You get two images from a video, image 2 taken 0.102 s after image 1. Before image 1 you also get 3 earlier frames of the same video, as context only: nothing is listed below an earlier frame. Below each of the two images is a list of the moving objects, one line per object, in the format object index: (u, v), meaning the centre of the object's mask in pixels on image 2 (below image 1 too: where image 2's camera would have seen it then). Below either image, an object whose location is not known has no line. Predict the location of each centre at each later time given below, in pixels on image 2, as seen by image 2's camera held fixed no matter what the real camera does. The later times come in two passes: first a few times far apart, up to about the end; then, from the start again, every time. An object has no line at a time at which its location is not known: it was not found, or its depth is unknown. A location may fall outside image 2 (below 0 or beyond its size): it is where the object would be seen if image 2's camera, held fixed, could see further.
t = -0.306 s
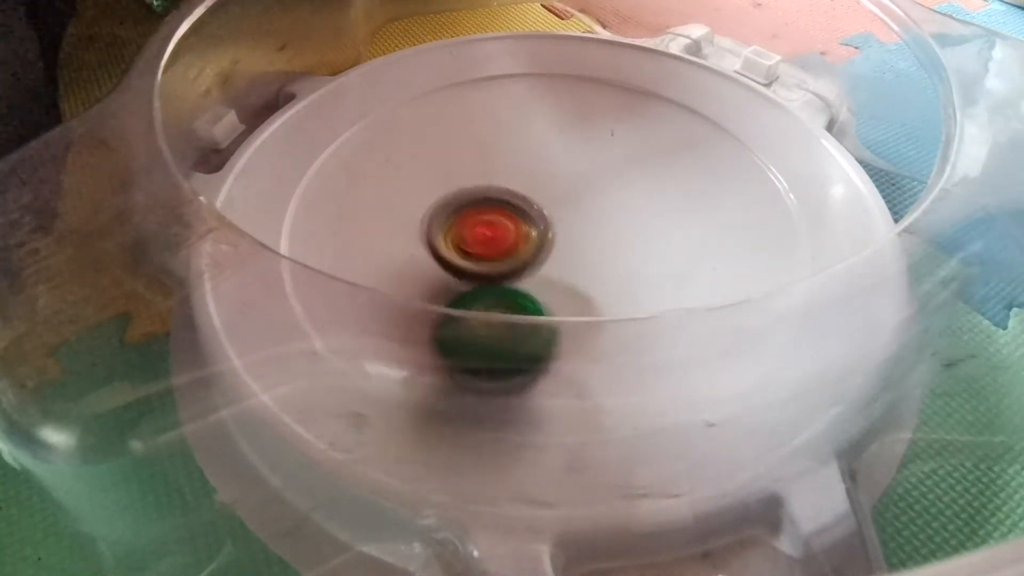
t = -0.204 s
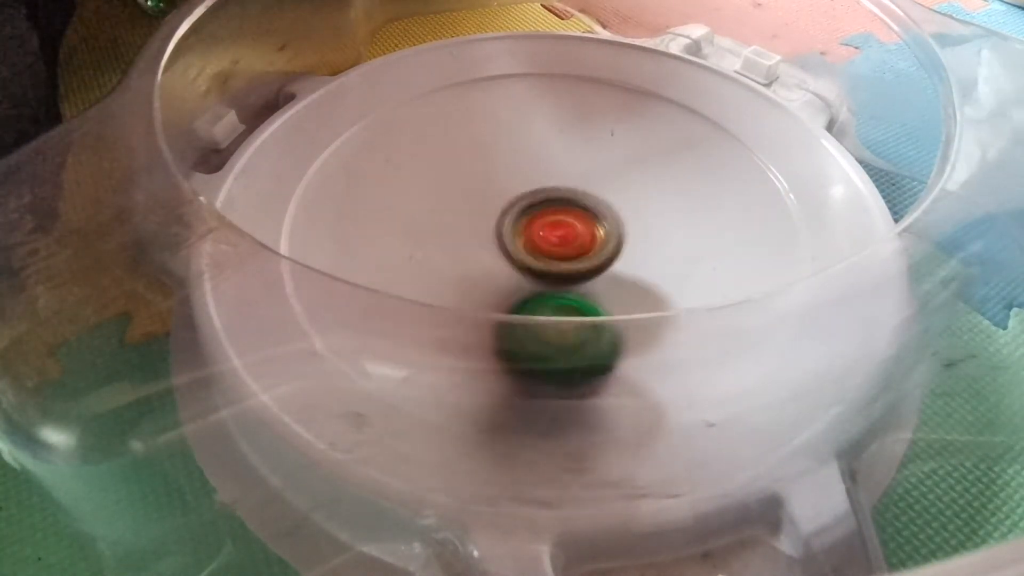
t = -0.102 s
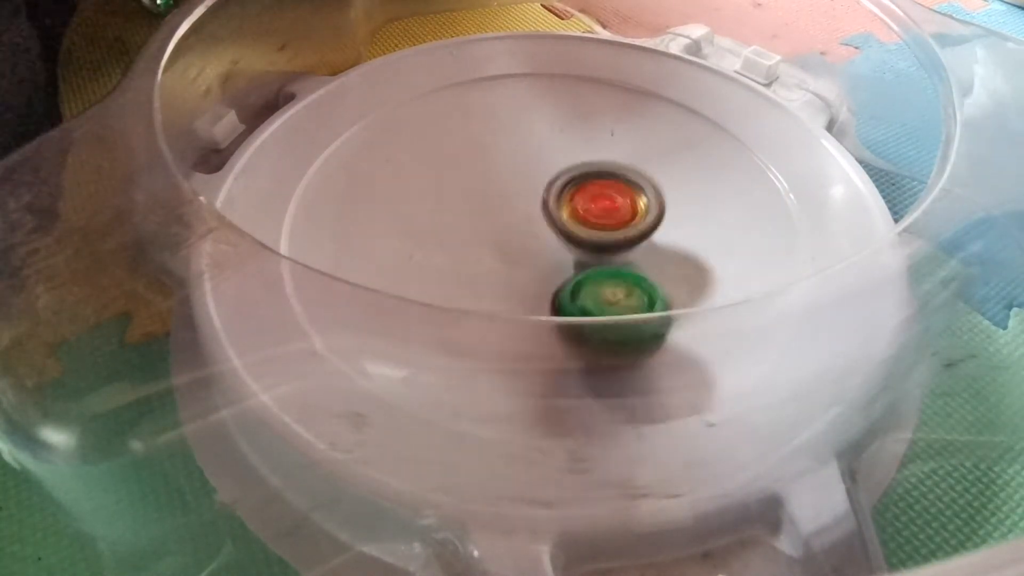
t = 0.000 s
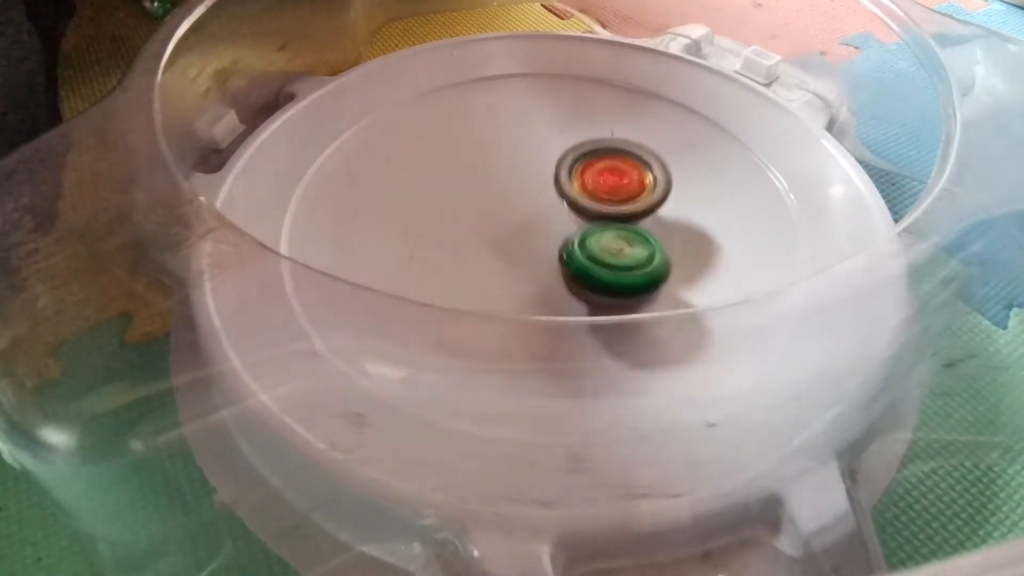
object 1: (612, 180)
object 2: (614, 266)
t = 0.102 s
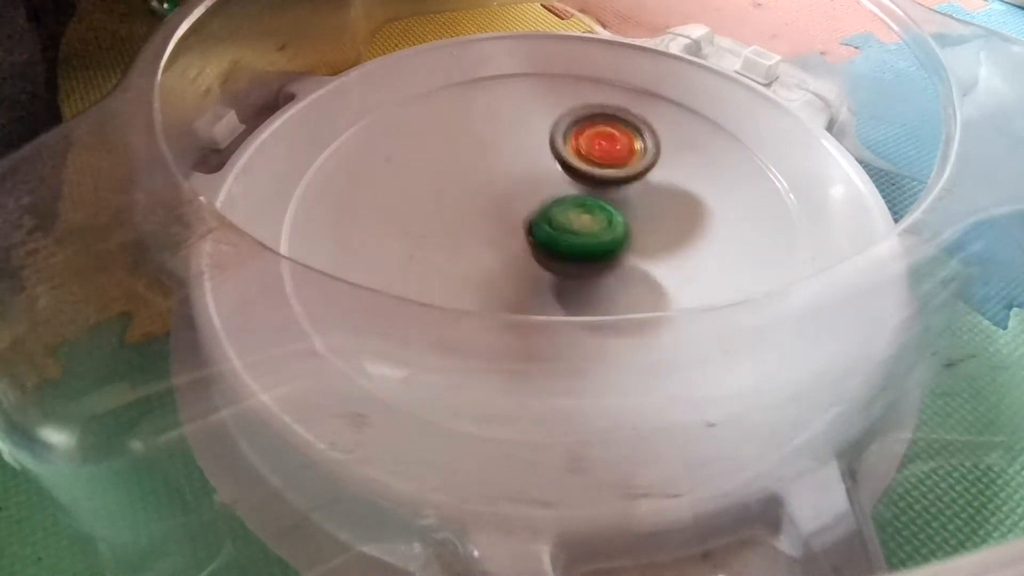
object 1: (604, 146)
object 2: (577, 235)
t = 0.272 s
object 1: (551, 115)
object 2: (503, 188)
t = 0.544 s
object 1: (528, 150)
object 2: (393, 186)
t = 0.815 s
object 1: (560, 210)
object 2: (439, 232)
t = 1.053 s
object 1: (681, 205)
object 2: (541, 200)
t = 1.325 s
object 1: (655, 203)
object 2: (569, 147)
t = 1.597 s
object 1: (561, 231)
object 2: (550, 151)
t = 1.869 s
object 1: (478, 274)
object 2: (552, 173)
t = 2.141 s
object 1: (411, 283)
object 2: (580, 223)
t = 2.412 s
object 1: (408, 253)
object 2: (613, 249)
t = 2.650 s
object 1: (448, 204)
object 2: (576, 233)
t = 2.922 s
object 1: (467, 142)
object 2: (503, 231)
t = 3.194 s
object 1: (478, 130)
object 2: (504, 236)
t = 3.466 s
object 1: (517, 121)
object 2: (499, 231)
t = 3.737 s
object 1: (601, 147)
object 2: (486, 205)
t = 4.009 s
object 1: (666, 196)
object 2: (511, 232)
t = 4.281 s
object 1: (687, 251)
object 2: (557, 186)
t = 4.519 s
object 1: (634, 273)
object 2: (524, 180)
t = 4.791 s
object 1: (533, 285)
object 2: (497, 220)
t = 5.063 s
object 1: (458, 313)
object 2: (556, 232)
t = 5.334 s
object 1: (440, 234)
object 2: (571, 209)
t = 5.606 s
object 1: (413, 164)
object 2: (574, 191)
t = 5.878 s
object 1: (449, 125)
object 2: (556, 203)
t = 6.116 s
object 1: (510, 121)
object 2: (512, 231)
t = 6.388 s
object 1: (590, 151)
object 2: (516, 238)
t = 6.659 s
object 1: (644, 201)
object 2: (463, 215)
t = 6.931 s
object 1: (635, 264)
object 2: (512, 223)
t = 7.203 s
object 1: (553, 285)
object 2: (543, 184)
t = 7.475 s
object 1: (454, 269)
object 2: (526, 198)
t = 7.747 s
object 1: (391, 219)
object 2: (551, 242)
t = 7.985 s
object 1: (425, 174)
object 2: (582, 257)
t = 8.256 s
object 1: (502, 139)
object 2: (555, 219)
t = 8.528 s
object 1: (579, 134)
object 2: (481, 205)
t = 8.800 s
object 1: (645, 177)
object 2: (465, 228)
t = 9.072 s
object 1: (661, 245)
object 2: (535, 219)
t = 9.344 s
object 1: (628, 286)
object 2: (523, 184)
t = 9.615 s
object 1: (503, 305)
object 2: (512, 198)
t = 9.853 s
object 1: (410, 258)
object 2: (535, 225)
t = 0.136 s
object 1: (595, 138)
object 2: (561, 222)
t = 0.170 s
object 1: (584, 129)
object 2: (544, 212)
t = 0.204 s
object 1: (574, 122)
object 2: (529, 202)
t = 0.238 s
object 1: (562, 118)
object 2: (516, 194)
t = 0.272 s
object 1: (551, 115)
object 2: (503, 188)
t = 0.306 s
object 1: (541, 115)
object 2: (491, 184)
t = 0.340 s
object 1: (533, 117)
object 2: (480, 182)
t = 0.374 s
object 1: (530, 120)
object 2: (465, 182)
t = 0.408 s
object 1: (529, 124)
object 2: (447, 183)
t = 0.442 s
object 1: (527, 129)
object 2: (430, 183)
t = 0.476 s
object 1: (527, 135)
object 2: (417, 184)
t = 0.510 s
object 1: (527, 142)
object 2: (404, 184)
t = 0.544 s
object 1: (528, 150)
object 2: (393, 186)
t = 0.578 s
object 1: (529, 158)
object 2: (383, 189)
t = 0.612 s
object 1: (531, 166)
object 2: (376, 194)
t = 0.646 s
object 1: (535, 174)
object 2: (374, 200)
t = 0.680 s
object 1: (539, 183)
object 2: (376, 208)
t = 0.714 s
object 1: (543, 191)
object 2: (384, 216)
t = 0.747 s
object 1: (547, 198)
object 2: (398, 223)
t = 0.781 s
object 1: (553, 204)
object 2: (417, 229)
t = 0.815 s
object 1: (560, 210)
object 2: (439, 232)
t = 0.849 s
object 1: (574, 214)
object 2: (461, 234)
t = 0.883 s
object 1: (594, 217)
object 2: (472, 232)
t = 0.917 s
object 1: (616, 218)
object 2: (488, 228)
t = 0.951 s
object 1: (635, 215)
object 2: (506, 224)
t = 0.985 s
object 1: (652, 213)
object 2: (522, 217)
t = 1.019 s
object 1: (669, 210)
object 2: (533, 208)
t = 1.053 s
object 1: (681, 205)
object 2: (541, 200)
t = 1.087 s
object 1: (687, 201)
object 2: (548, 193)
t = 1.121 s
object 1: (690, 200)
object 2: (553, 186)
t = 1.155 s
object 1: (690, 198)
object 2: (557, 179)
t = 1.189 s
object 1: (687, 197)
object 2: (560, 172)
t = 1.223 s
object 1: (681, 198)
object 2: (563, 165)
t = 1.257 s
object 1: (674, 199)
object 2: (565, 159)
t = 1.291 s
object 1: (665, 201)
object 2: (567, 153)
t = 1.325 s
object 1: (655, 203)
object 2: (569, 147)
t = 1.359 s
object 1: (645, 206)
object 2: (569, 143)
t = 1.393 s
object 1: (634, 209)
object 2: (569, 140)
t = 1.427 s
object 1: (622, 213)
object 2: (568, 138)
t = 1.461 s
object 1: (609, 216)
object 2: (565, 136)
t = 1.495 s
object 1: (597, 219)
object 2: (561, 137)
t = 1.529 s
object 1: (584, 224)
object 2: (557, 142)
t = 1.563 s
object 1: (572, 227)
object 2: (554, 146)
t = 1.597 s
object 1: (561, 231)
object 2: (550, 151)
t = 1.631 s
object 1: (550, 233)
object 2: (547, 156)
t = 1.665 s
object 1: (535, 241)
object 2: (547, 159)
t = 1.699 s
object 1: (522, 251)
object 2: (549, 158)
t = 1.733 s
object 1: (511, 258)
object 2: (550, 159)
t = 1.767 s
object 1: (502, 264)
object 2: (551, 160)
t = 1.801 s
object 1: (494, 269)
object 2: (552, 163)
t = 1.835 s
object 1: (486, 272)
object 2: (552, 167)
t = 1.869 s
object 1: (478, 274)
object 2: (552, 173)
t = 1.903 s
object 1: (471, 275)
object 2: (553, 179)
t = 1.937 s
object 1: (460, 286)
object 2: (554, 185)
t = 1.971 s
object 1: (453, 288)
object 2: (556, 191)
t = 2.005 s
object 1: (444, 288)
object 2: (560, 198)
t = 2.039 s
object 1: (435, 287)
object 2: (564, 205)
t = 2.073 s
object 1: (426, 286)
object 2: (568, 211)
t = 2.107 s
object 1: (418, 284)
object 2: (574, 217)
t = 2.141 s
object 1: (411, 283)
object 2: (580, 223)
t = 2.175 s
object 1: (405, 282)
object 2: (586, 228)
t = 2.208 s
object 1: (401, 280)
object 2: (591, 233)
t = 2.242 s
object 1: (399, 279)
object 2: (596, 237)
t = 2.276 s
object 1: (399, 277)
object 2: (600, 241)
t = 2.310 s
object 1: (399, 273)
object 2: (604, 244)
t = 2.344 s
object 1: (404, 260)
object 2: (607, 246)
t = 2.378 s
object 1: (405, 257)
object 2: (610, 248)
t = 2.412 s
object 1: (408, 253)
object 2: (613, 249)
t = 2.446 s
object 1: (412, 248)
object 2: (615, 247)
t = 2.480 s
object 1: (417, 241)
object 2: (612, 246)
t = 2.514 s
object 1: (423, 233)
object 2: (608, 244)
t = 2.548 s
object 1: (430, 226)
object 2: (601, 241)
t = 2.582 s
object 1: (436, 219)
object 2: (594, 238)
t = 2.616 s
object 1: (442, 211)
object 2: (585, 236)
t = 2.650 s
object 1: (448, 204)
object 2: (576, 233)
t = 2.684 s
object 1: (455, 196)
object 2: (566, 230)
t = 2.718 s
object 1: (456, 186)
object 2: (559, 230)
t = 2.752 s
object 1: (456, 177)
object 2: (549, 229)
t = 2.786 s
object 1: (457, 168)
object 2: (540, 229)
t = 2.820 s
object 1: (458, 160)
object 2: (529, 230)
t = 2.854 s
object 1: (461, 153)
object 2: (519, 231)
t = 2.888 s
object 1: (463, 147)
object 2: (510, 231)
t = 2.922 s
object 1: (467, 142)
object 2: (503, 231)
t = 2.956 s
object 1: (471, 139)
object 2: (498, 233)
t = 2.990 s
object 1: (474, 136)
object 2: (495, 236)
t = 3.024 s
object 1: (476, 135)
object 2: (493, 238)
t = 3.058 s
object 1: (476, 134)
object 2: (491, 240)
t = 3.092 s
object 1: (476, 134)
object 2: (492, 241)
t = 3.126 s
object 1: (476, 133)
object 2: (496, 241)
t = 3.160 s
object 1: (476, 131)
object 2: (499, 239)
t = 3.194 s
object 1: (478, 130)
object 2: (504, 236)
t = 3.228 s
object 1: (478, 131)
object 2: (508, 231)
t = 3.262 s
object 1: (479, 131)
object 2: (511, 224)
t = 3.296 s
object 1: (481, 134)
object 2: (508, 216)
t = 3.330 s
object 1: (485, 132)
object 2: (503, 218)
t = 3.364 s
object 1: (492, 127)
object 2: (497, 224)
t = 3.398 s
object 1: (499, 122)
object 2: (494, 227)
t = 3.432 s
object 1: (507, 121)
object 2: (495, 230)
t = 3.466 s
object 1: (517, 121)
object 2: (499, 231)
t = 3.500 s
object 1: (526, 122)
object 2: (505, 231)
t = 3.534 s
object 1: (536, 124)
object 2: (511, 229)
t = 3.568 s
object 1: (547, 127)
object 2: (513, 224)
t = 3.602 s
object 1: (557, 130)
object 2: (511, 218)
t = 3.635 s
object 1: (568, 133)
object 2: (507, 212)
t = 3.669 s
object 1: (580, 138)
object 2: (499, 208)
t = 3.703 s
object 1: (591, 143)
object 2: (492, 206)
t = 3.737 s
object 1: (601, 147)
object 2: (486, 205)
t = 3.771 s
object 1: (610, 152)
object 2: (481, 206)
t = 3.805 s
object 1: (619, 158)
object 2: (477, 207)
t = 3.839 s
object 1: (629, 163)
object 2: (474, 211)
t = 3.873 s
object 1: (637, 168)
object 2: (475, 216)
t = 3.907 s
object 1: (646, 175)
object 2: (478, 221)
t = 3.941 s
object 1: (653, 182)
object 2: (484, 226)
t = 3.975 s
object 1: (660, 189)
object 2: (496, 231)
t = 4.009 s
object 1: (666, 196)
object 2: (511, 232)
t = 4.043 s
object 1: (671, 203)
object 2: (525, 229)
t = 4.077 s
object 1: (675, 210)
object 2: (536, 223)
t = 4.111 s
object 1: (680, 216)
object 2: (545, 217)
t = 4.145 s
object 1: (684, 223)
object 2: (552, 209)
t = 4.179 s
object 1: (688, 232)
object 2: (556, 202)
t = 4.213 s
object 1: (689, 239)
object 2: (557, 196)
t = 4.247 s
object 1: (689, 246)
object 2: (558, 191)
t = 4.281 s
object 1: (687, 251)
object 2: (557, 186)
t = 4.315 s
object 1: (683, 255)
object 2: (555, 183)
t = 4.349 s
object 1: (678, 258)
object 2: (551, 180)
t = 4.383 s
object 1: (672, 261)
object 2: (547, 178)
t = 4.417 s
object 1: (665, 264)
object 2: (541, 177)
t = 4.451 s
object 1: (655, 268)
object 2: (536, 177)
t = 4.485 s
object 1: (645, 270)
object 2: (530, 178)
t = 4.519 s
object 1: (634, 273)
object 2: (524, 180)
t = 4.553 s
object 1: (622, 275)
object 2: (518, 183)
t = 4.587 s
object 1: (610, 277)
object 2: (512, 187)
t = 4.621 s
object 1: (597, 279)
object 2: (507, 192)
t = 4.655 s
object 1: (583, 280)
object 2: (502, 199)
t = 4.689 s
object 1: (568, 280)
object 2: (498, 207)
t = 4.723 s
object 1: (556, 280)
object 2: (494, 215)
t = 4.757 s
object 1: (545, 280)
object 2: (491, 220)
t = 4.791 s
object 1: (533, 285)
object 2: (497, 220)
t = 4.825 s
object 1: (519, 290)
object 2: (504, 220)
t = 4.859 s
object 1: (506, 292)
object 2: (509, 221)
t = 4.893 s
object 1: (484, 320)
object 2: (516, 224)
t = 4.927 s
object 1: (474, 322)
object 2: (522, 227)
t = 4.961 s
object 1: (468, 322)
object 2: (530, 230)
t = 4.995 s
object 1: (464, 321)
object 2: (541, 230)
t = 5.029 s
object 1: (461, 317)
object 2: (549, 232)
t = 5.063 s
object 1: (458, 313)
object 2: (556, 232)
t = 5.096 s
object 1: (457, 307)
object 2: (564, 231)
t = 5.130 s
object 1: (454, 295)
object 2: (570, 229)
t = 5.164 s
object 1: (451, 286)
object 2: (575, 226)
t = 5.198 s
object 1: (449, 270)
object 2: (578, 223)
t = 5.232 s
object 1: (445, 264)
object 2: (579, 220)
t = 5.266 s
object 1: (442, 256)
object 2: (578, 217)
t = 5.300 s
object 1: (441, 245)
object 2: (575, 213)
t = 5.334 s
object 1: (440, 234)
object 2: (571, 209)
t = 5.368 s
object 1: (441, 224)
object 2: (564, 206)
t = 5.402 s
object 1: (442, 215)
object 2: (556, 203)
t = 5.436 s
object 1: (438, 204)
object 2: (555, 199)
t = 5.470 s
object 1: (429, 195)
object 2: (560, 197)
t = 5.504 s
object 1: (422, 187)
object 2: (565, 195)
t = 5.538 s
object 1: (417, 179)
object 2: (569, 193)
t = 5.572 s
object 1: (414, 171)
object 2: (572, 191)
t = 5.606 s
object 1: (413, 164)
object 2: (574, 191)
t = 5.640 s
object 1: (413, 158)
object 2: (574, 190)
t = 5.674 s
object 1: (415, 152)
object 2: (573, 191)
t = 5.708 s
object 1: (418, 147)
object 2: (570, 192)
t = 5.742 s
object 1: (423, 141)
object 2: (569, 193)
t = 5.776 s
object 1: (428, 136)
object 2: (565, 195)
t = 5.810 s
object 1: (435, 132)
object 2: (562, 196)
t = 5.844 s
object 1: (442, 128)
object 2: (559, 199)
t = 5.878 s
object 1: (449, 125)
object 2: (556, 203)
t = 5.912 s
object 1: (457, 122)
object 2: (552, 206)
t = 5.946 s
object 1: (465, 121)
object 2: (546, 208)
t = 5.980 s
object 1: (473, 120)
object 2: (538, 213)
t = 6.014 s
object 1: (482, 119)
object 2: (532, 217)
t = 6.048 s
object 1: (491, 119)
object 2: (526, 222)
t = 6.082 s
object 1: (500, 120)
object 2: (519, 227)
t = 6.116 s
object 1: (510, 121)
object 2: (512, 231)
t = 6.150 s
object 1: (520, 124)
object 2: (510, 235)
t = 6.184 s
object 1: (530, 126)
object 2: (509, 239)
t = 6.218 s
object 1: (540, 129)
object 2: (510, 243)
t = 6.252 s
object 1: (550, 132)
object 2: (511, 244)
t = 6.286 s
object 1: (560, 136)
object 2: (512, 245)
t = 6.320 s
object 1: (570, 141)
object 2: (512, 244)
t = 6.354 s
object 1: (580, 146)
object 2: (515, 241)
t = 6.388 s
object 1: (590, 151)
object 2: (516, 238)
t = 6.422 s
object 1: (598, 157)
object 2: (516, 233)
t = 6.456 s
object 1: (607, 162)
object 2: (512, 226)
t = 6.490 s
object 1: (615, 169)
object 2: (504, 220)
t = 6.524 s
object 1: (622, 175)
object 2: (495, 215)
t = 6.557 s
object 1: (628, 181)
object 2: (484, 213)
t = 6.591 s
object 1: (634, 188)
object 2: (474, 212)
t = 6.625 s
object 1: (639, 195)
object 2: (467, 213)
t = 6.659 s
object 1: (644, 201)
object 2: (463, 215)
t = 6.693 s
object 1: (647, 209)
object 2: (462, 217)
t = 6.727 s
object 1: (649, 217)
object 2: (463, 219)
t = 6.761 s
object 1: (650, 225)
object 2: (466, 220)
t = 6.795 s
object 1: (650, 233)
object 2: (472, 222)
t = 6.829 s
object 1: (647, 241)
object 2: (479, 224)
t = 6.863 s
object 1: (645, 249)
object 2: (490, 226)
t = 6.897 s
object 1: (641, 257)
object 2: (503, 226)
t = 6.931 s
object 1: (635, 264)
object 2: (512, 223)
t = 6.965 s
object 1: (630, 268)
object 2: (521, 218)
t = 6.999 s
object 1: (623, 272)
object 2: (529, 211)
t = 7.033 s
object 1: (613, 276)
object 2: (535, 205)
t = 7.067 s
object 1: (603, 279)
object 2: (540, 200)
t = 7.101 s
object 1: (593, 282)
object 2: (542, 195)
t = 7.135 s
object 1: (581, 283)
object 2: (544, 190)
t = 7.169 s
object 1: (567, 285)
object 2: (544, 186)
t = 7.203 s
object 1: (553, 285)
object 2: (543, 184)
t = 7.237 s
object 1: (540, 285)
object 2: (543, 183)
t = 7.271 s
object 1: (527, 285)
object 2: (540, 182)
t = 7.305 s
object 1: (514, 284)
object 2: (539, 182)
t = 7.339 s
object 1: (501, 282)
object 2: (537, 184)
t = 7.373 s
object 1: (488, 279)
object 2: (533, 186)
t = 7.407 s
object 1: (476, 276)
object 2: (530, 189)
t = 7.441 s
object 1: (464, 273)
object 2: (528, 194)
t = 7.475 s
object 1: (454, 269)
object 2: (526, 198)
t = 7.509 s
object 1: (445, 264)
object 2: (525, 202)
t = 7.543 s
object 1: (437, 257)
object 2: (523, 207)
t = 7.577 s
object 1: (430, 249)
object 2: (522, 212)
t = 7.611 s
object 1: (418, 244)
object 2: (526, 218)
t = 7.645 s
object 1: (406, 238)
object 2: (534, 226)
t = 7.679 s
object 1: (397, 232)
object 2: (539, 231)
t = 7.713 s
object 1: (393, 226)
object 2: (545, 237)
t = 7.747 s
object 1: (391, 219)
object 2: (551, 242)
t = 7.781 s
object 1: (392, 212)
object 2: (556, 247)
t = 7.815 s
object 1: (396, 205)
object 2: (563, 253)
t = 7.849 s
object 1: (400, 201)
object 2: (570, 257)
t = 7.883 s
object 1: (406, 194)
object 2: (574, 258)
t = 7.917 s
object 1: (412, 188)
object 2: (577, 259)
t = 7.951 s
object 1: (418, 180)
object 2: (581, 259)
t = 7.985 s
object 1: (425, 174)
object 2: (582, 257)
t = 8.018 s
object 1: (433, 168)
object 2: (584, 254)
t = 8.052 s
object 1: (442, 162)
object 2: (583, 251)
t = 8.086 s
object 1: (452, 157)
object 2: (583, 247)
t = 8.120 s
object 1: (462, 152)
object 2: (580, 243)
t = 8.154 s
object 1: (471, 148)
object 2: (576, 237)
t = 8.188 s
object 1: (481, 143)
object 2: (570, 232)
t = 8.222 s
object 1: (492, 141)
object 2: (563, 226)
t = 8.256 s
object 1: (502, 139)
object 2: (555, 219)
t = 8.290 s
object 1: (512, 137)
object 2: (547, 215)
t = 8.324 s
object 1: (523, 132)
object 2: (540, 216)
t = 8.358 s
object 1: (532, 129)
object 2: (530, 214)
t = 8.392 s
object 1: (541, 128)
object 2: (520, 211)
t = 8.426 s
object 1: (551, 127)
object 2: (511, 209)
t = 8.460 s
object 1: (561, 128)
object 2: (501, 207)
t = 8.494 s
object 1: (570, 131)
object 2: (492, 206)
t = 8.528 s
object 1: (579, 134)
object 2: (481, 205)
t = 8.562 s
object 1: (589, 137)
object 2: (472, 206)
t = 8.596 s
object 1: (600, 141)
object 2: (463, 207)
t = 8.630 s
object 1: (609, 145)
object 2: (456, 210)
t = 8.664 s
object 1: (617, 151)
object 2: (452, 213)
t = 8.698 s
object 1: (625, 157)
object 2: (451, 217)
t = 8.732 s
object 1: (632, 163)
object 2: (452, 221)
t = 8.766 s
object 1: (639, 170)
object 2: (457, 226)
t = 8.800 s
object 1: (645, 177)
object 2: (465, 228)
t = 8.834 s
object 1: (650, 184)
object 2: (477, 231)
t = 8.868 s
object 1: (654, 193)
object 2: (488, 233)
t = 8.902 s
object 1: (656, 201)
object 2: (499, 234)
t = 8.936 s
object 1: (657, 209)
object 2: (510, 234)
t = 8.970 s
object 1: (657, 217)
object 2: (519, 232)
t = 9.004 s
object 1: (656, 225)
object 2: (527, 230)
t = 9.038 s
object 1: (655, 232)
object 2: (536, 227)
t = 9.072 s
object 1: (661, 245)
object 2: (535, 219)
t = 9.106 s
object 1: (666, 256)
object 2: (532, 211)
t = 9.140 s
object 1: (670, 262)
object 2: (532, 205)
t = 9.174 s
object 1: (668, 268)
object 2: (531, 202)
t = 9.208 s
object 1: (666, 272)
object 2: (529, 198)
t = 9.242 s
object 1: (658, 276)
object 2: (528, 193)
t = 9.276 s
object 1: (649, 280)
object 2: (527, 189)
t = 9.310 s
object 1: (639, 283)
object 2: (525, 185)
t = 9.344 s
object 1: (628, 286)
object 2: (523, 184)
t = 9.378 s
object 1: (614, 289)
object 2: (522, 182)
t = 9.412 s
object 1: (599, 291)
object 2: (520, 183)
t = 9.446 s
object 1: (582, 292)
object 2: (519, 184)
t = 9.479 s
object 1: (565, 311)
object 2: (517, 185)
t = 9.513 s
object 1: (550, 312)
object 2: (516, 187)
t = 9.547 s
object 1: (536, 310)
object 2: (515, 189)
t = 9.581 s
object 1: (519, 308)
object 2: (513, 193)
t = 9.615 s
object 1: (503, 305)
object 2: (512, 198)
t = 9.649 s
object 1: (489, 301)
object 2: (511, 205)
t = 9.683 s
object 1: (478, 282)
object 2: (512, 210)
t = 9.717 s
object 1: (467, 277)
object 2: (513, 214)
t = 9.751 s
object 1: (452, 271)
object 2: (518, 217)
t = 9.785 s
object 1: (432, 267)
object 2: (524, 219)
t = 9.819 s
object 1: (420, 262)
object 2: (531, 222)
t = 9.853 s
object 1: (410, 258)
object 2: (535, 225)
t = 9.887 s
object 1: (403, 253)
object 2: (538, 228)
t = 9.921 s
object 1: (396, 246)
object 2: (543, 230)
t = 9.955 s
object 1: (393, 237)
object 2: (547, 232)
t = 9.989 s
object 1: (391, 229)
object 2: (550, 233)
